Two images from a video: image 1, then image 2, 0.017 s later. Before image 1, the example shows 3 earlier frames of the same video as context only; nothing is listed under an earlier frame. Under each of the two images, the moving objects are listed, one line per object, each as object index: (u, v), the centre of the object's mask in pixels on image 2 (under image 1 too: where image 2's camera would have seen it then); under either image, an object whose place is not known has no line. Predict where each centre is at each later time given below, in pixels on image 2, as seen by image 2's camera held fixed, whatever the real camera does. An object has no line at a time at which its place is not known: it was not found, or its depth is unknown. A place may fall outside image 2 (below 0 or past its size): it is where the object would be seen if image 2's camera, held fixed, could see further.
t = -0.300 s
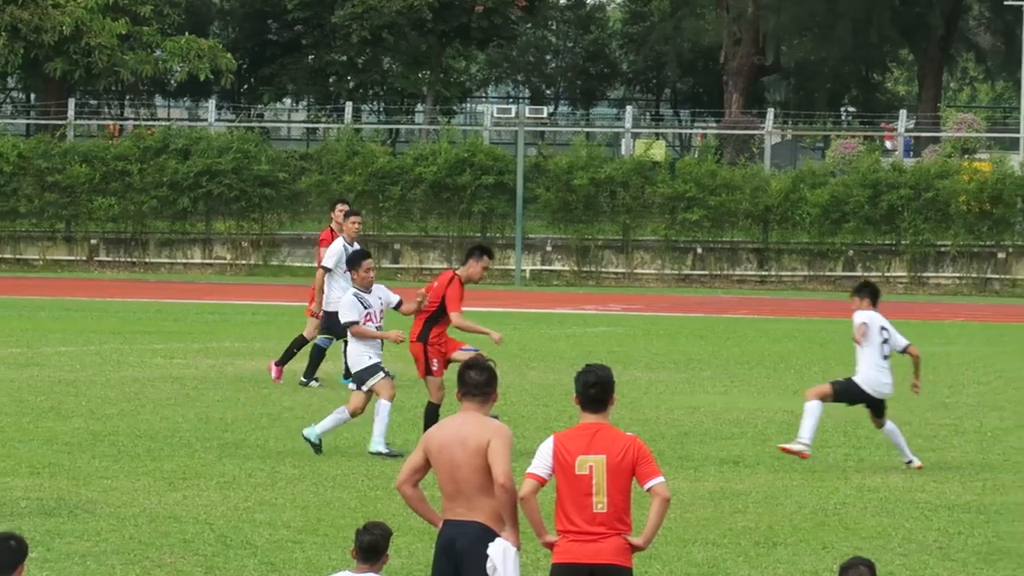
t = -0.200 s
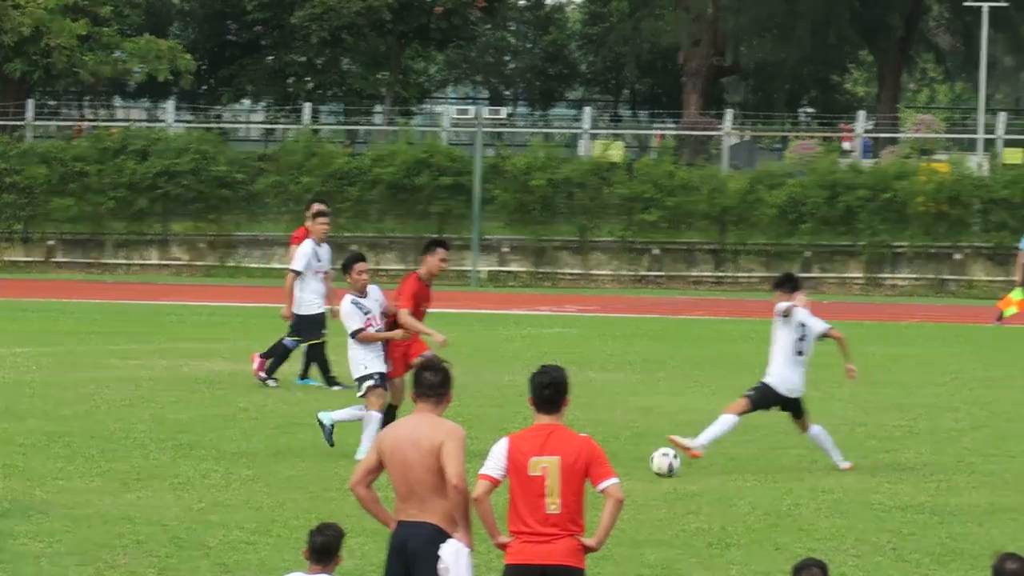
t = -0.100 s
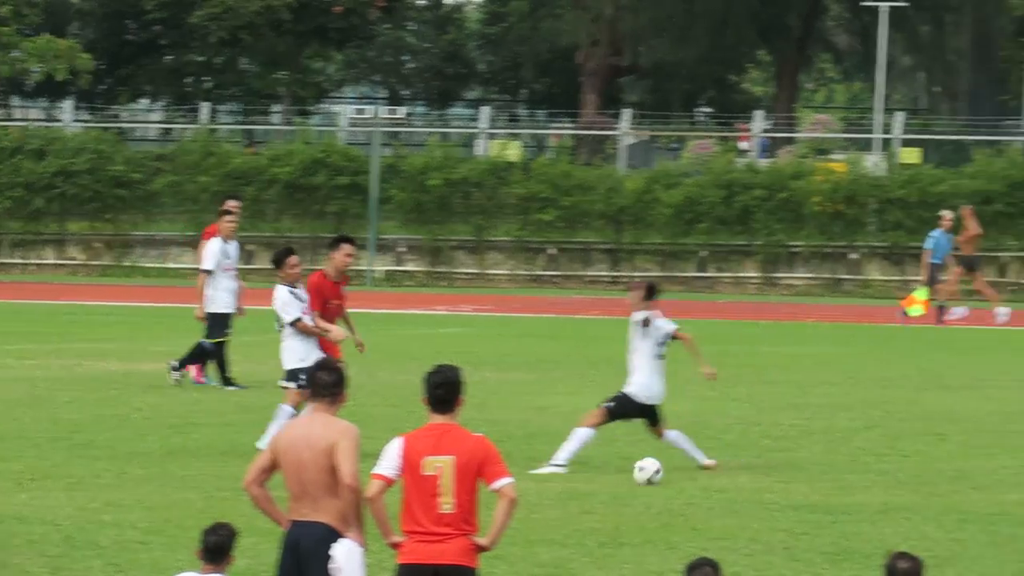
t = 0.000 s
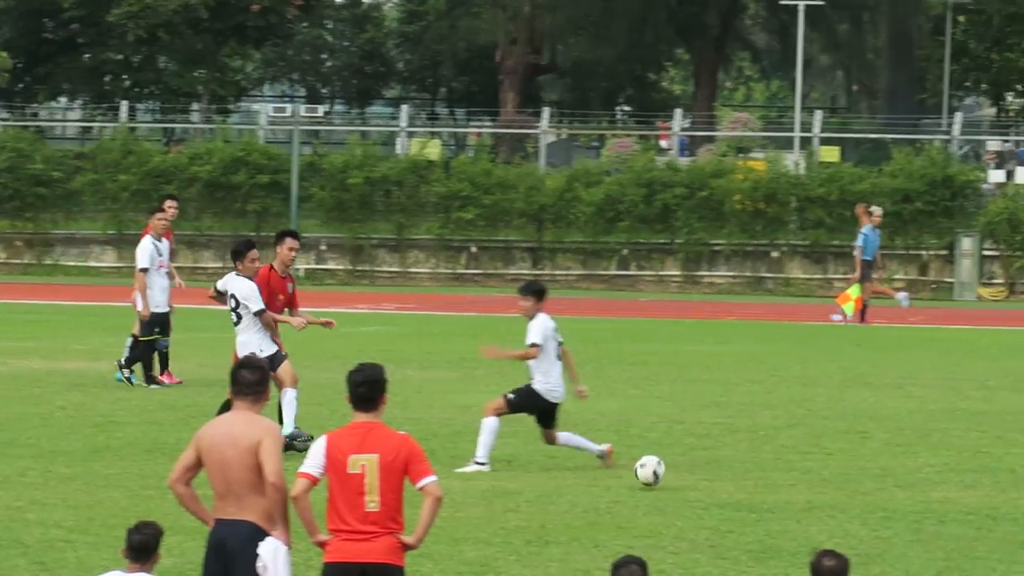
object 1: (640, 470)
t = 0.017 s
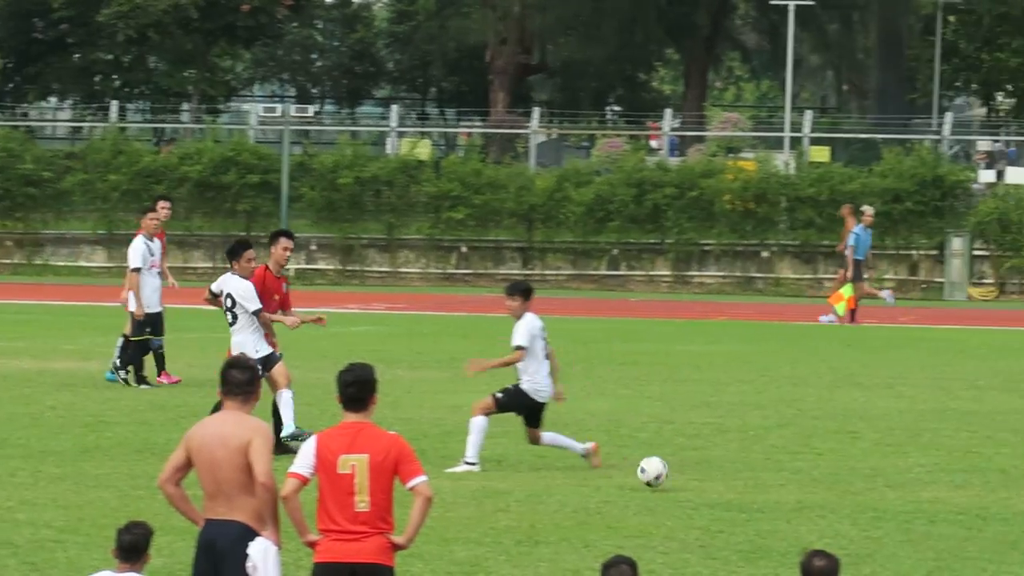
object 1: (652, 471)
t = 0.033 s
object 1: (664, 473)
